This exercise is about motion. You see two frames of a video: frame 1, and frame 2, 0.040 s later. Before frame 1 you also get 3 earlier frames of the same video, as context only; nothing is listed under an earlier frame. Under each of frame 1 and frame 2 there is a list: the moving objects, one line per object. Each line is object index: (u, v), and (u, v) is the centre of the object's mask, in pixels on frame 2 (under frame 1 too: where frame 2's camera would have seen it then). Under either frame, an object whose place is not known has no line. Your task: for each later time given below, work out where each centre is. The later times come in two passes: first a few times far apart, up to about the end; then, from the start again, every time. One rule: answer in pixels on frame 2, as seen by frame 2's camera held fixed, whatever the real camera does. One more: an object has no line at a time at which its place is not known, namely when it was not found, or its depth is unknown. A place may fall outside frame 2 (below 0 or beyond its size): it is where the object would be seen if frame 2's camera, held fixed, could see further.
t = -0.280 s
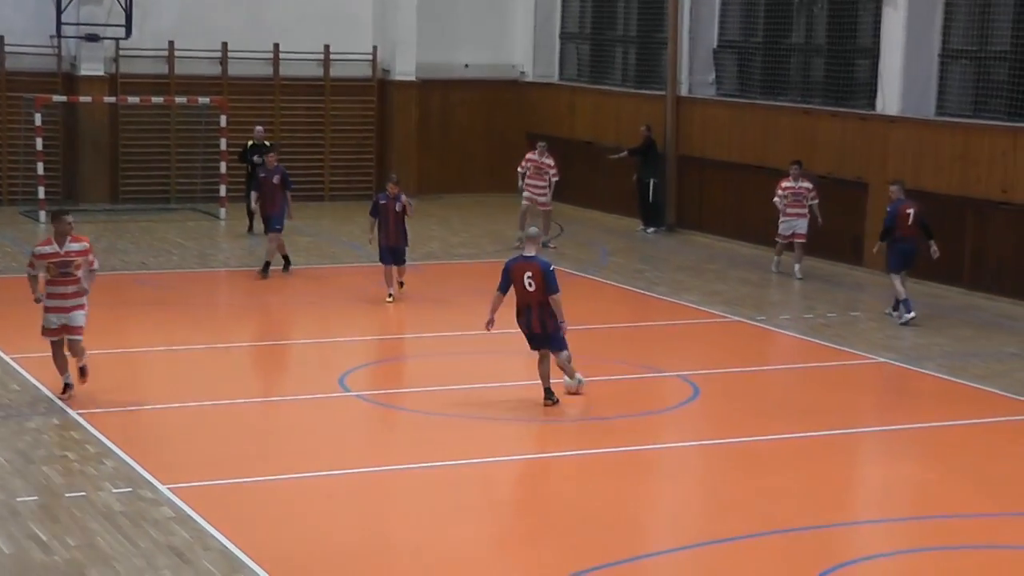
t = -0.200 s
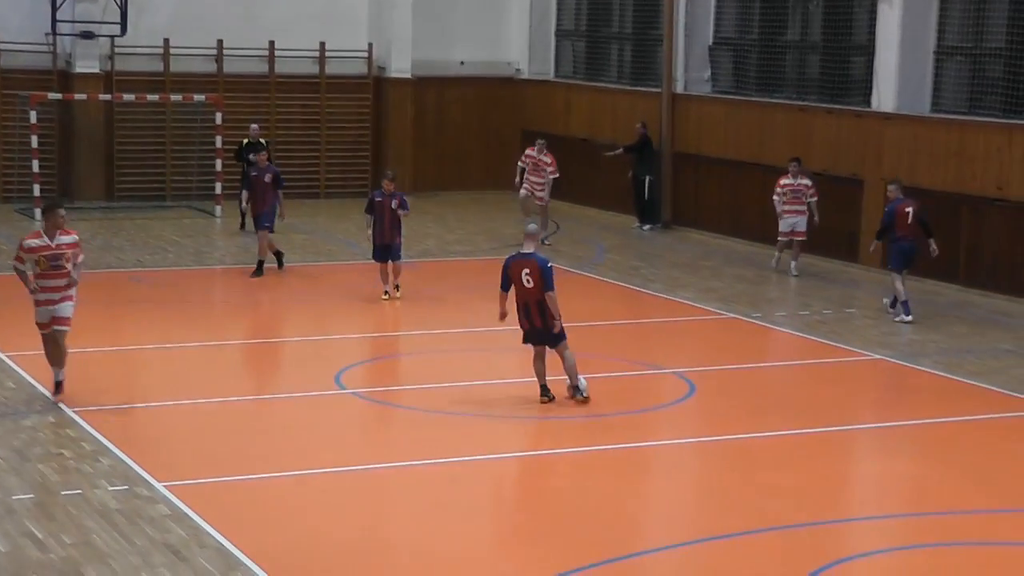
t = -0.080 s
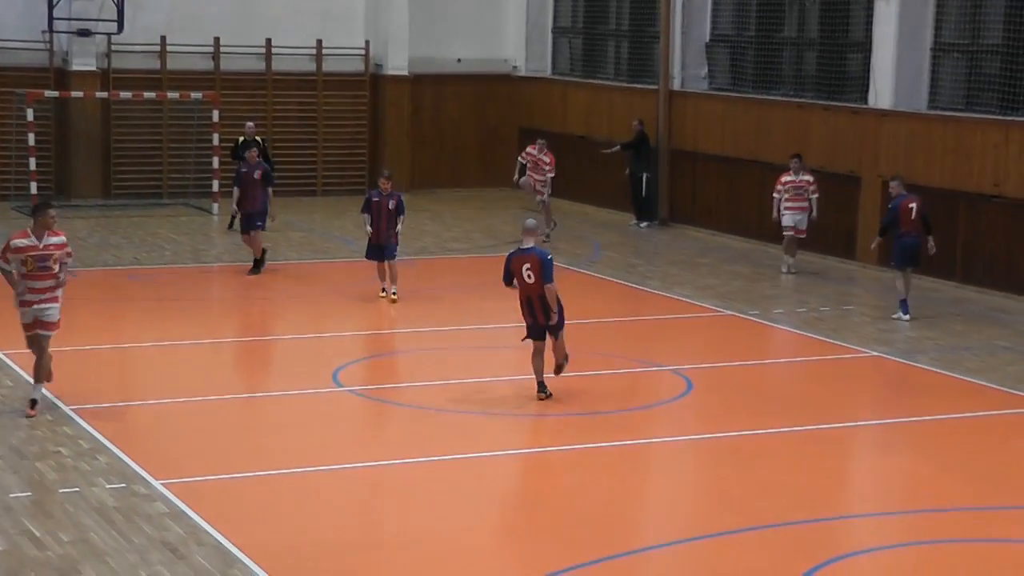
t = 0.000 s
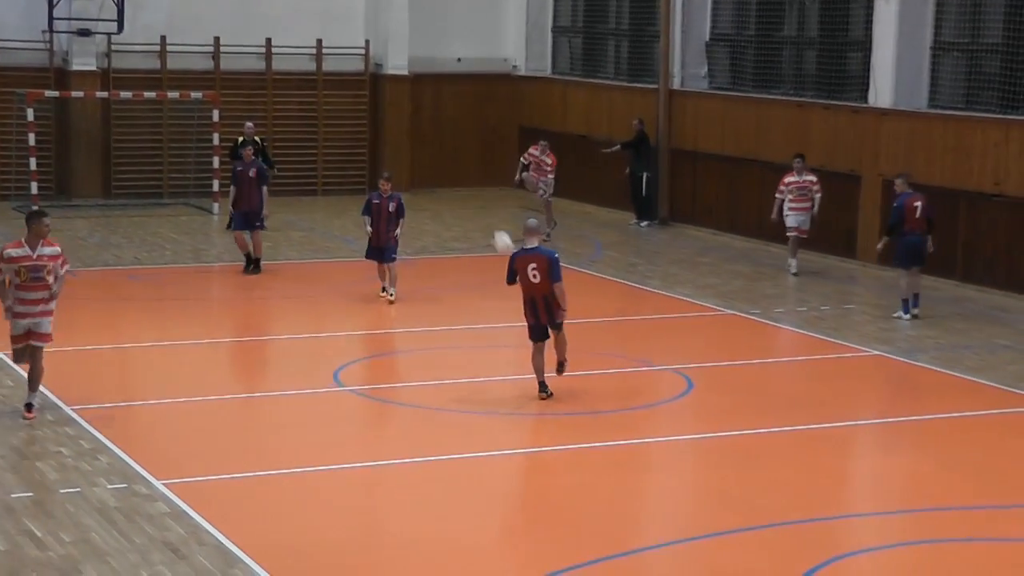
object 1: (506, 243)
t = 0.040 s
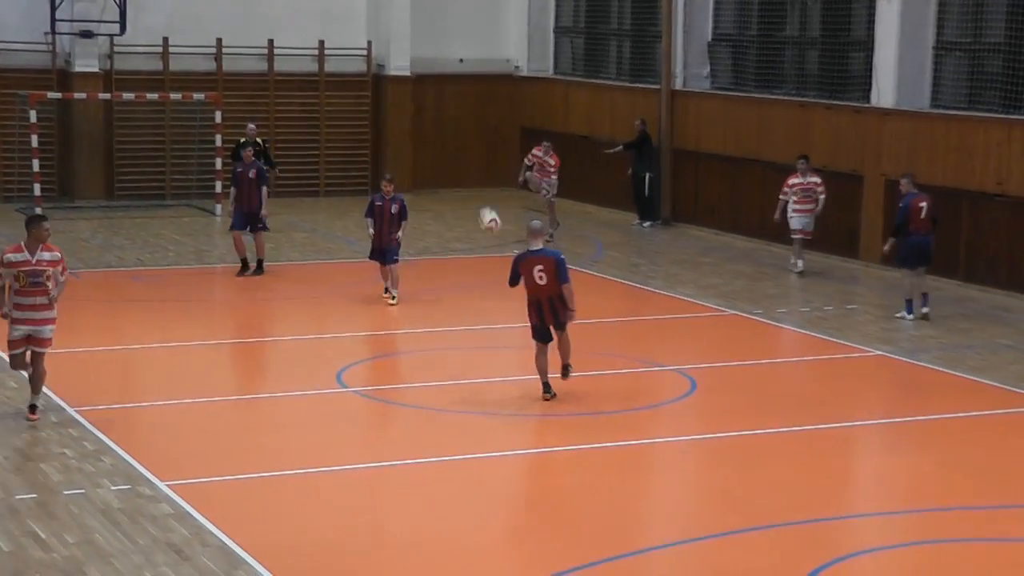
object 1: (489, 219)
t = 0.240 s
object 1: (418, 129)
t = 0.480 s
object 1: (338, 75)
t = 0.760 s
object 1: (256, 74)
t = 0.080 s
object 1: (475, 198)
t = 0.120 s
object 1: (460, 178)
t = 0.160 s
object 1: (445, 161)
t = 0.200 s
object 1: (431, 144)
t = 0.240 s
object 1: (418, 129)
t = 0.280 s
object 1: (404, 117)
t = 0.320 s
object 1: (391, 105)
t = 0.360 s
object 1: (377, 95)
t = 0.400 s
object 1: (364, 87)
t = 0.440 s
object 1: (351, 81)
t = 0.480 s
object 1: (338, 75)
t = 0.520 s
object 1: (326, 71)
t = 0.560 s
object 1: (315, 69)
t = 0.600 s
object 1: (302, 67)
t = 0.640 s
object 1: (290, 67)
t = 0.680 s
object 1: (279, 69)
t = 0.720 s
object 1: (267, 71)
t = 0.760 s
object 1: (256, 74)
